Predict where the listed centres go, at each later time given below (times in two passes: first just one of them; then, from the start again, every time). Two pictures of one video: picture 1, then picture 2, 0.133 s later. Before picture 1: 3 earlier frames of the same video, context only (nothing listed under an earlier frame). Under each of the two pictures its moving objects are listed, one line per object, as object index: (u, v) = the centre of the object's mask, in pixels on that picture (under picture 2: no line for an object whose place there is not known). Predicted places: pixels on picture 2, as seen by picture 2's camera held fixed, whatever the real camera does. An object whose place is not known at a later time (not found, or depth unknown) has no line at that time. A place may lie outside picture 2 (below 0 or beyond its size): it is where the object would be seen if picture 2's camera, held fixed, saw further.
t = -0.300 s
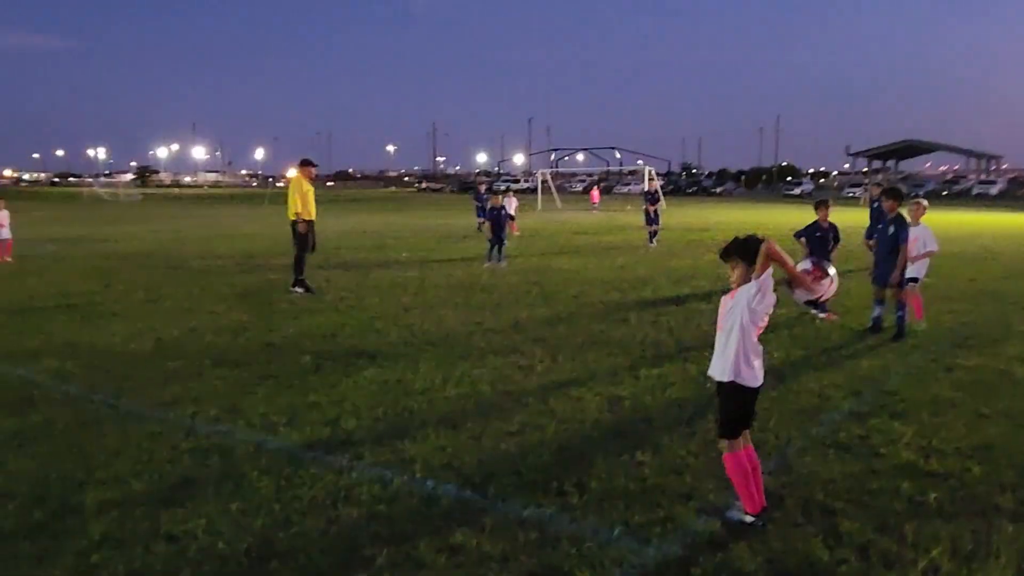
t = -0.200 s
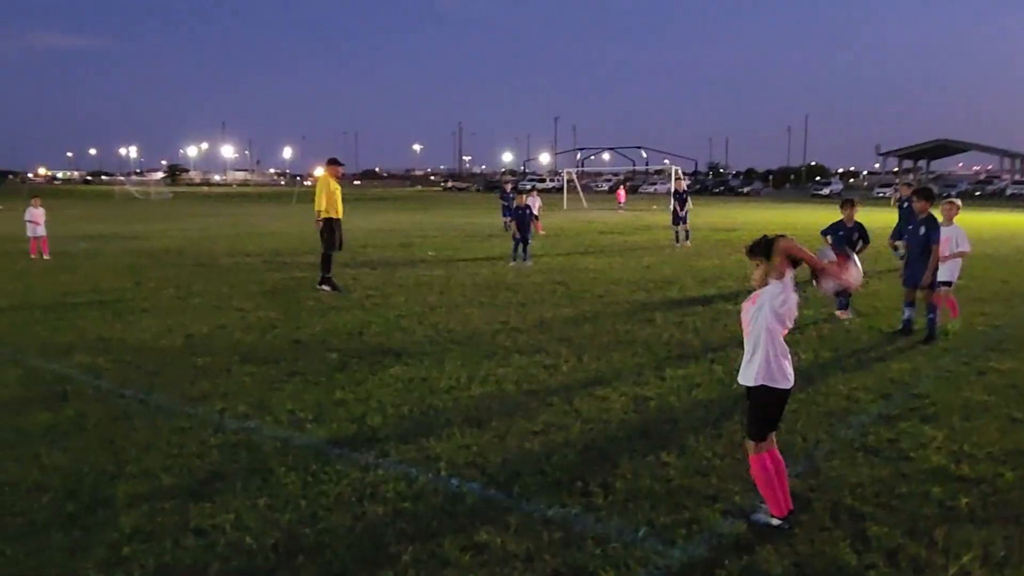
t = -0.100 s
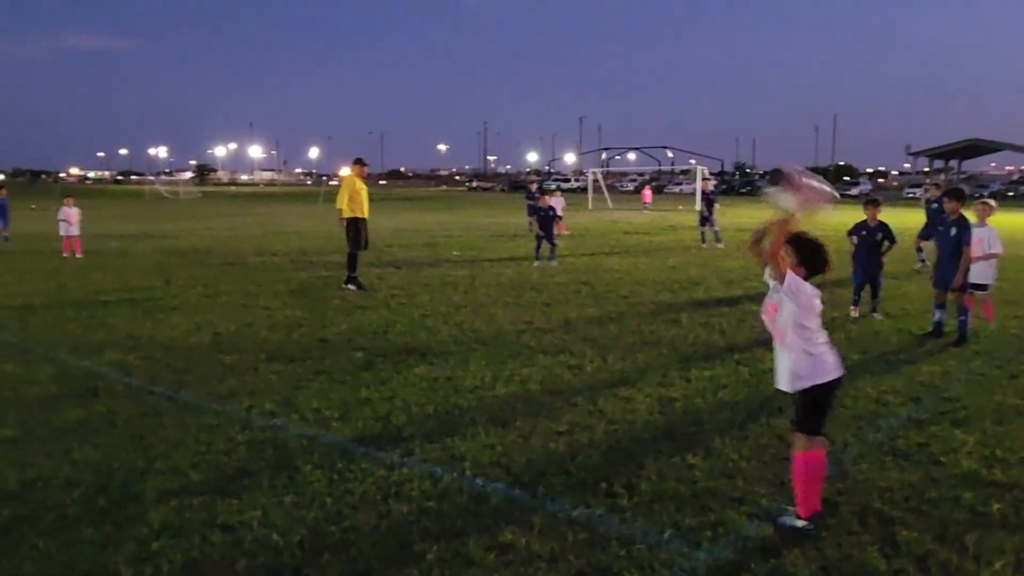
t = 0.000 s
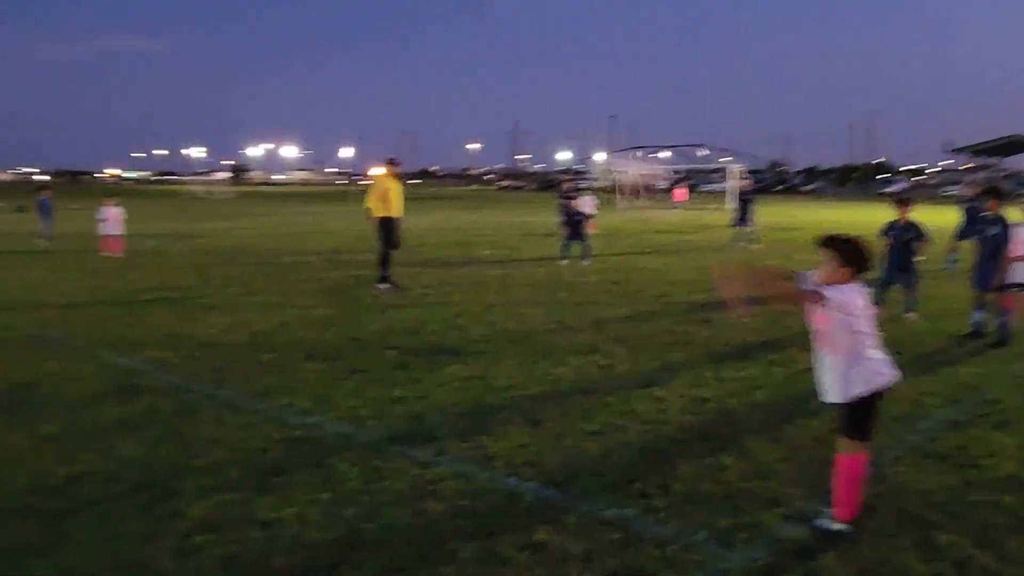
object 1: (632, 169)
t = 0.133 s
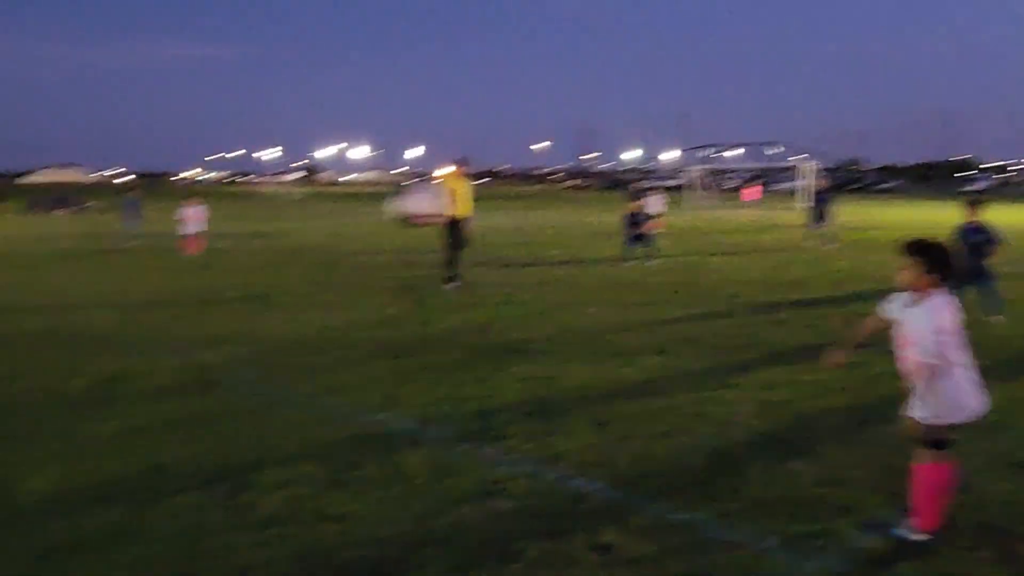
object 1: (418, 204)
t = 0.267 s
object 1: (180, 268)
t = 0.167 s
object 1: (359, 217)
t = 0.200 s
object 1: (297, 233)
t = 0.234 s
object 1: (237, 250)
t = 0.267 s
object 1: (180, 268)
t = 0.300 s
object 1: (124, 288)
